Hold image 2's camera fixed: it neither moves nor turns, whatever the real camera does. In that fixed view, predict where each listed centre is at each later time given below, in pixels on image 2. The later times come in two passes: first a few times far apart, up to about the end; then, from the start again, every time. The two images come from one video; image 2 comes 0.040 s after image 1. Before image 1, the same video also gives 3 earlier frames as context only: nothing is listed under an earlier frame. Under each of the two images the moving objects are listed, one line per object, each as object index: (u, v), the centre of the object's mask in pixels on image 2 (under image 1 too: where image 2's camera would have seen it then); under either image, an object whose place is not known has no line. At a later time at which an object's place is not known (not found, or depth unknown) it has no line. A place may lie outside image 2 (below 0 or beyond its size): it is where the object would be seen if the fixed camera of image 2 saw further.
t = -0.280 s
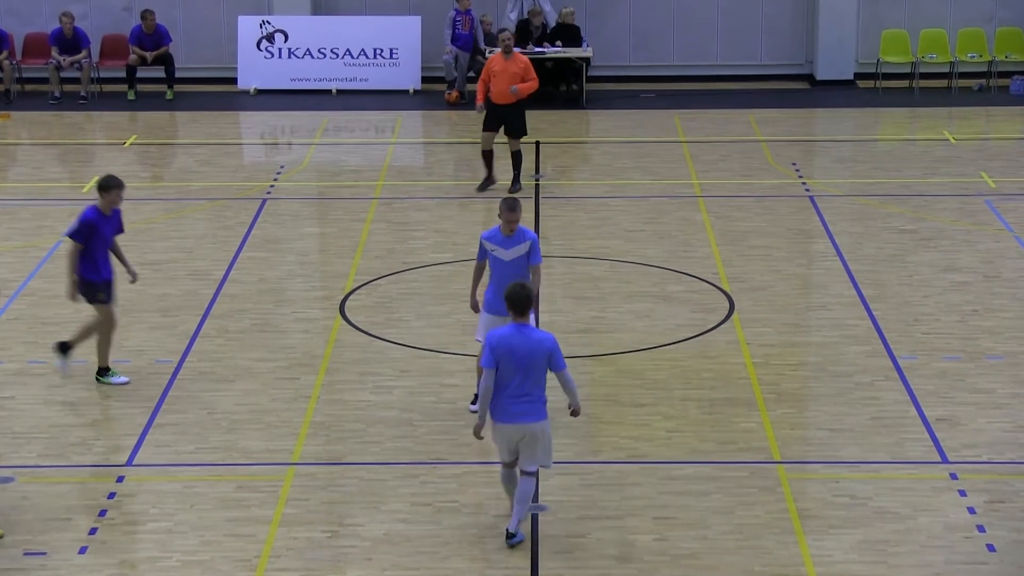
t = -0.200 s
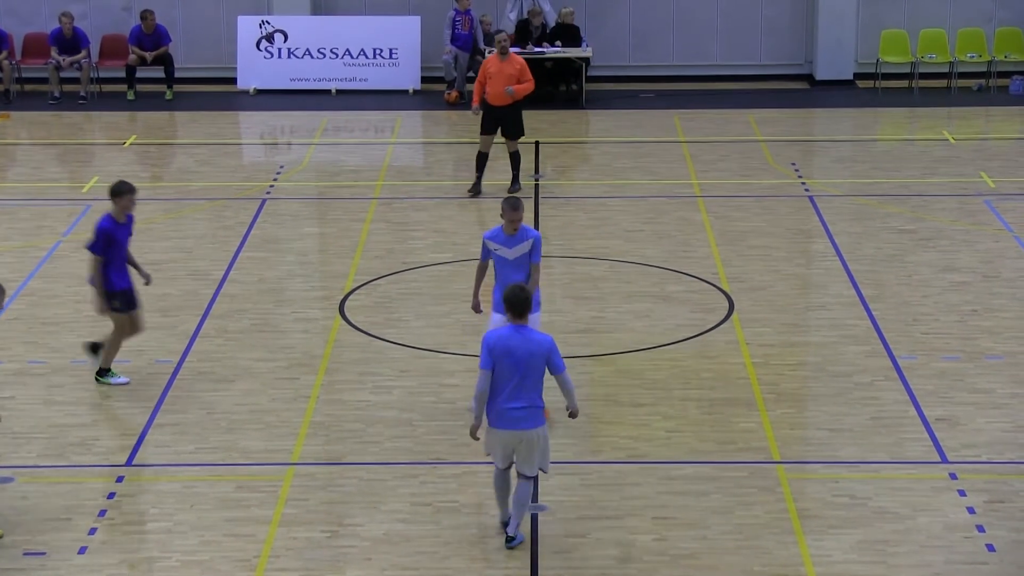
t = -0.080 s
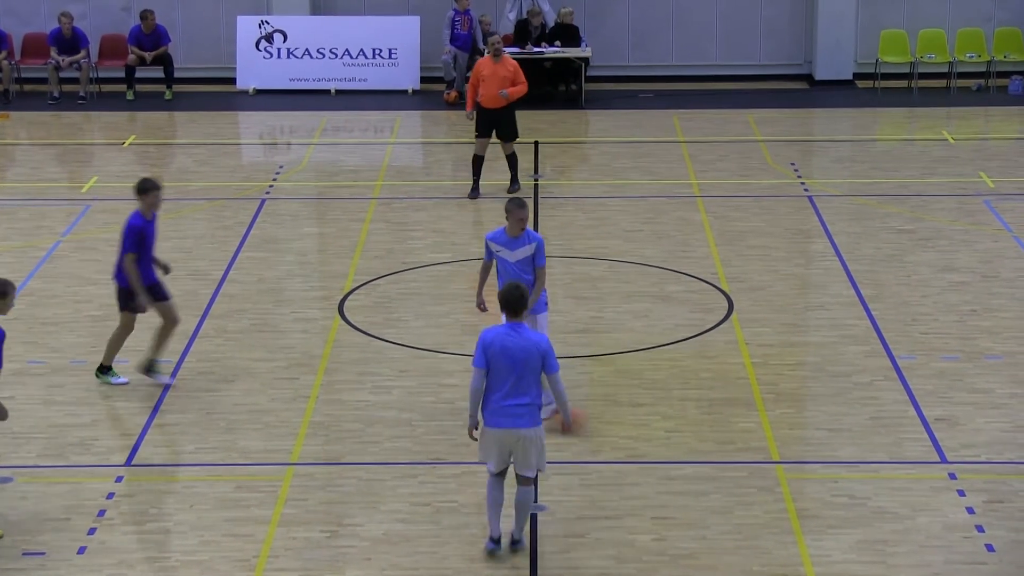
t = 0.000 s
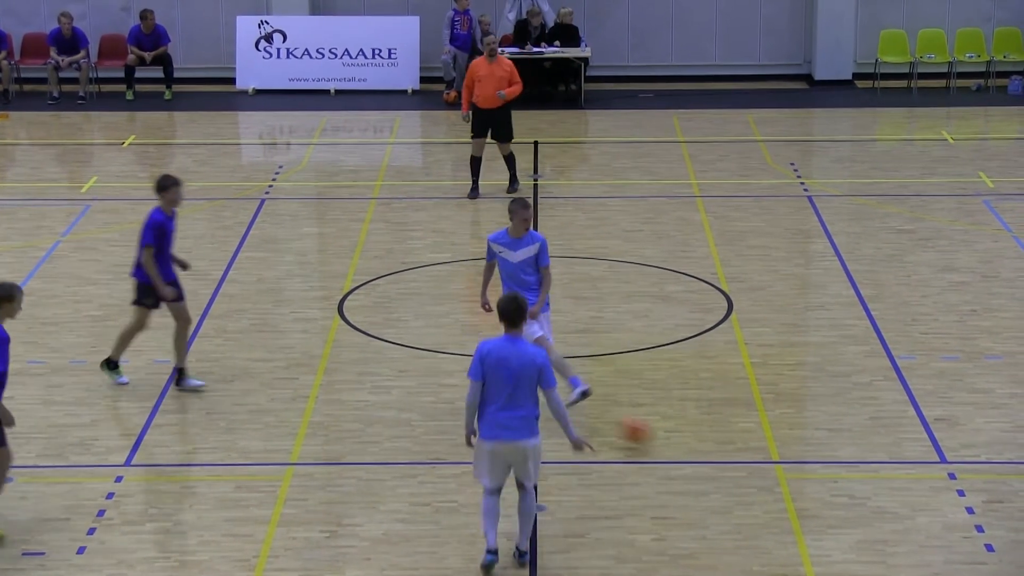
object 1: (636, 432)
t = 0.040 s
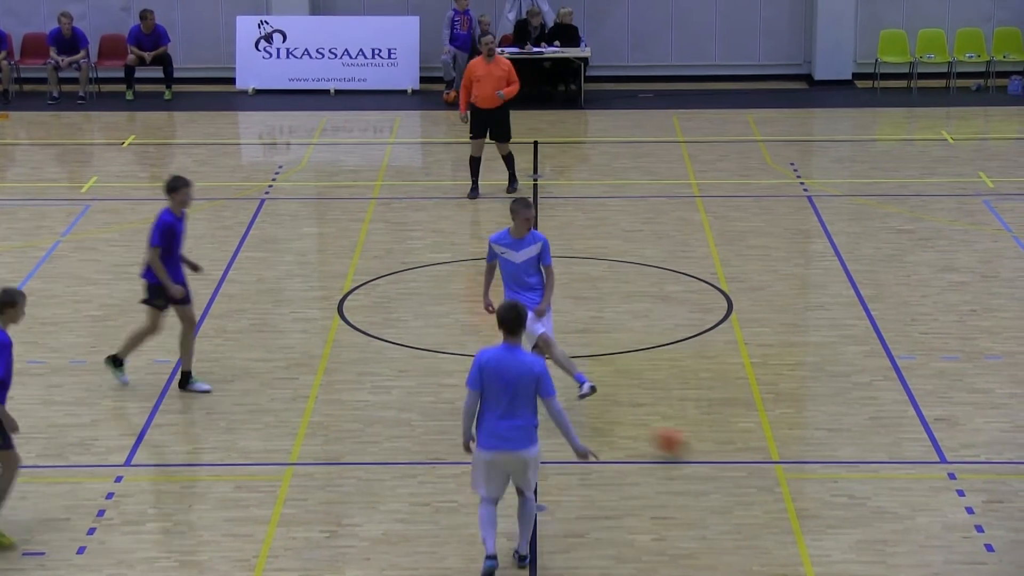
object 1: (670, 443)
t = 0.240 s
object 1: (845, 492)
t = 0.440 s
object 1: (1018, 534)
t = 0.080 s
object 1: (706, 455)
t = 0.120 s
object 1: (741, 463)
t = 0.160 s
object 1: (775, 470)
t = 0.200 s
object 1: (810, 480)
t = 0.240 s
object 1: (845, 492)
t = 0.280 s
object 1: (882, 500)
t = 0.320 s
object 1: (917, 510)
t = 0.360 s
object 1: (953, 518)
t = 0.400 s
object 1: (989, 526)
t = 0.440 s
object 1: (1018, 534)
